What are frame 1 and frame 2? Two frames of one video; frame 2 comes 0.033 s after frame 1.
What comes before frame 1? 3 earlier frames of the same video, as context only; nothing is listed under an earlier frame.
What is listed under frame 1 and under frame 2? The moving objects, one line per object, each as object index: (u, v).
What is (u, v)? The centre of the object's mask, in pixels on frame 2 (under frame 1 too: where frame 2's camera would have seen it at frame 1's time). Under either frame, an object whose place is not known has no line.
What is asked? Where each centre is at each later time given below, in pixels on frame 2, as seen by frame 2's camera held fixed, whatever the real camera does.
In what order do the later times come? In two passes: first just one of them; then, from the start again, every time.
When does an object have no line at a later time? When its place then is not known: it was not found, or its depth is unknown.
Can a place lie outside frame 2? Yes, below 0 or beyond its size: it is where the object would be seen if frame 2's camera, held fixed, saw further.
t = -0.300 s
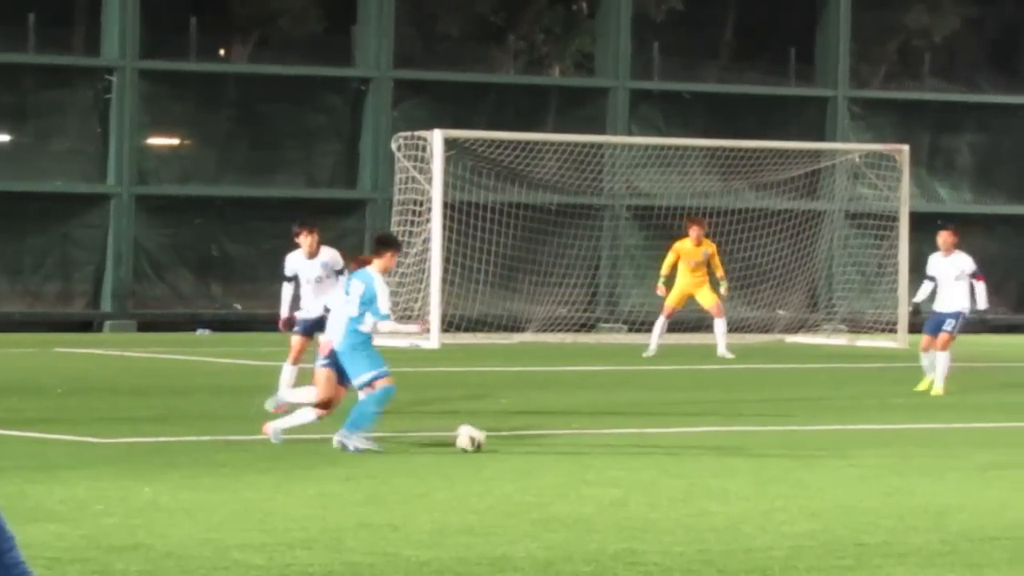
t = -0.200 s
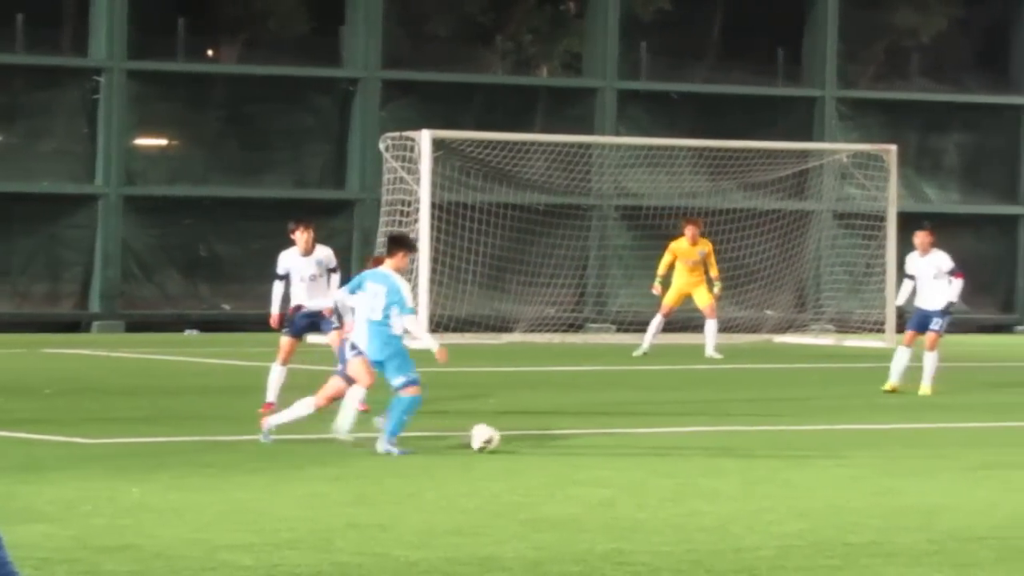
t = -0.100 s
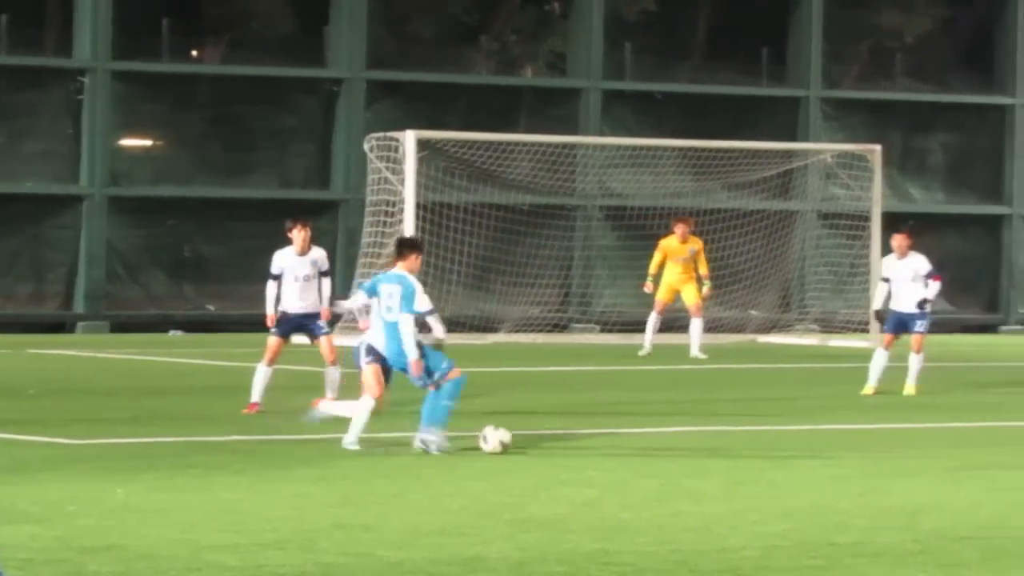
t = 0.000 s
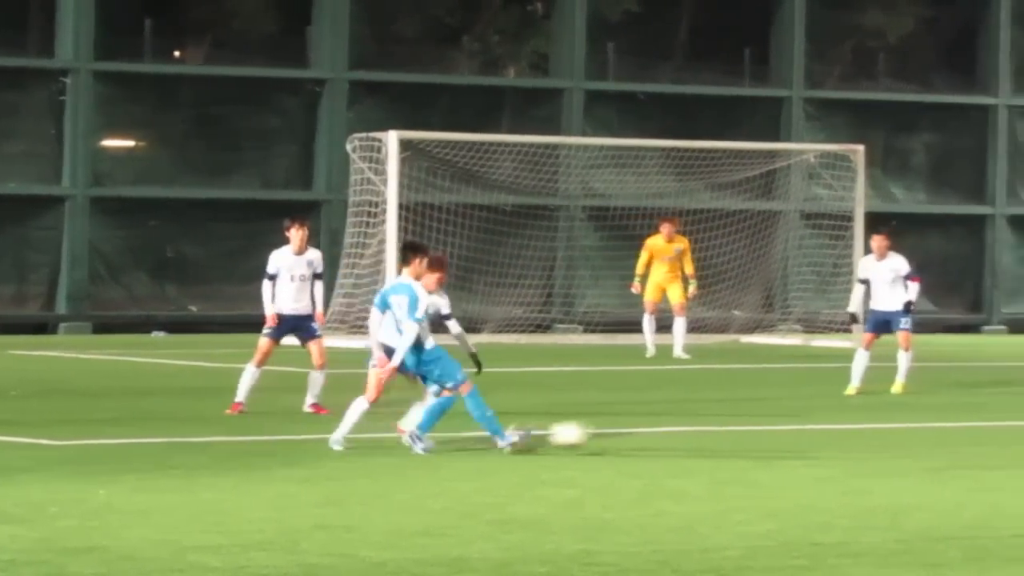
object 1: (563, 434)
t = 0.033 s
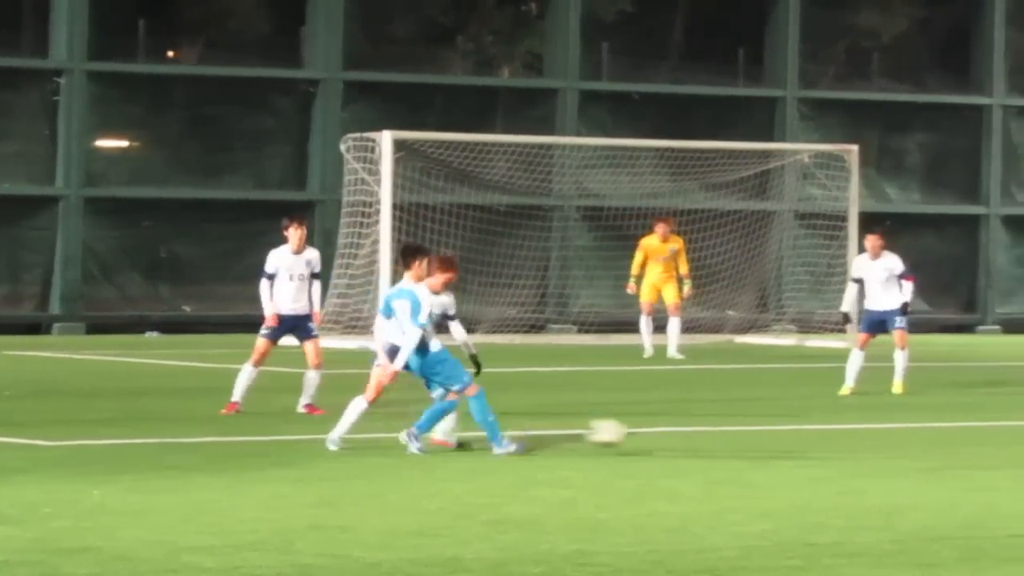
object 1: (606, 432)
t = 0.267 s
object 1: (882, 438)
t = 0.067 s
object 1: (648, 431)
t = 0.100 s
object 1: (688, 432)
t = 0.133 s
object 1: (730, 434)
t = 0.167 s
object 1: (772, 438)
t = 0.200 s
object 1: (811, 444)
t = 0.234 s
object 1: (848, 442)
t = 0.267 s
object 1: (882, 438)
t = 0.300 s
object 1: (918, 436)
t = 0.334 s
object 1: (954, 436)
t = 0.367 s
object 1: (988, 438)
